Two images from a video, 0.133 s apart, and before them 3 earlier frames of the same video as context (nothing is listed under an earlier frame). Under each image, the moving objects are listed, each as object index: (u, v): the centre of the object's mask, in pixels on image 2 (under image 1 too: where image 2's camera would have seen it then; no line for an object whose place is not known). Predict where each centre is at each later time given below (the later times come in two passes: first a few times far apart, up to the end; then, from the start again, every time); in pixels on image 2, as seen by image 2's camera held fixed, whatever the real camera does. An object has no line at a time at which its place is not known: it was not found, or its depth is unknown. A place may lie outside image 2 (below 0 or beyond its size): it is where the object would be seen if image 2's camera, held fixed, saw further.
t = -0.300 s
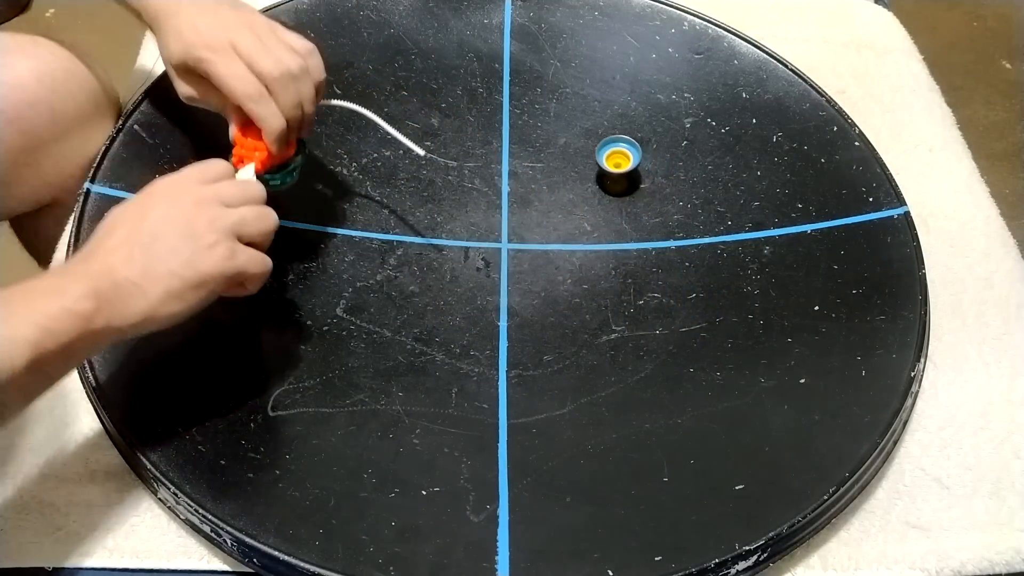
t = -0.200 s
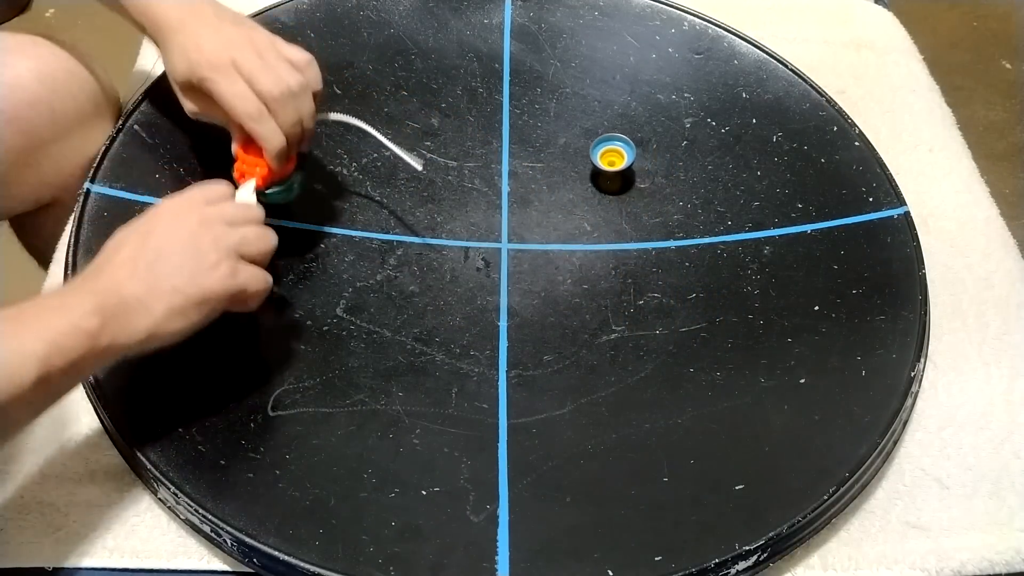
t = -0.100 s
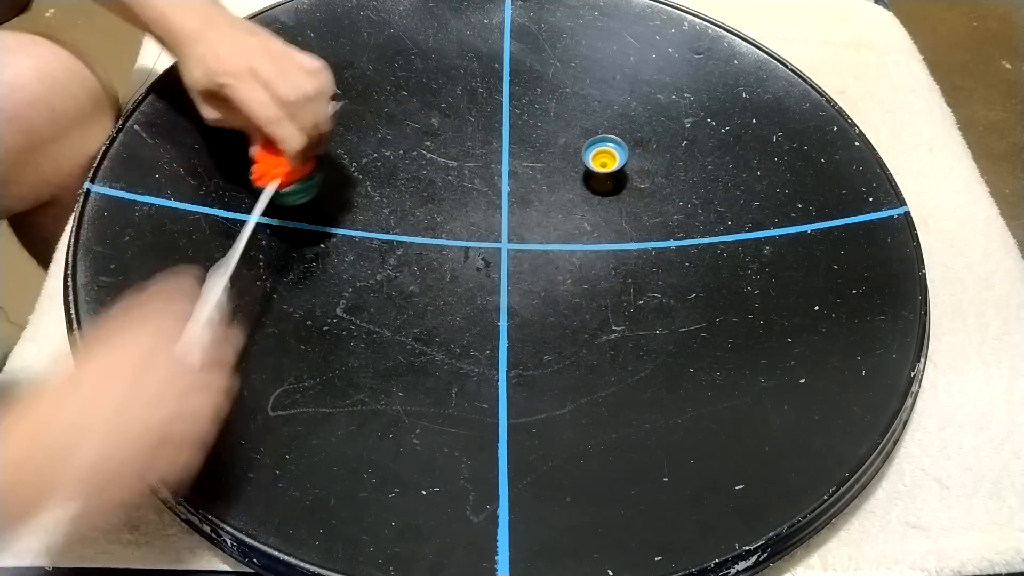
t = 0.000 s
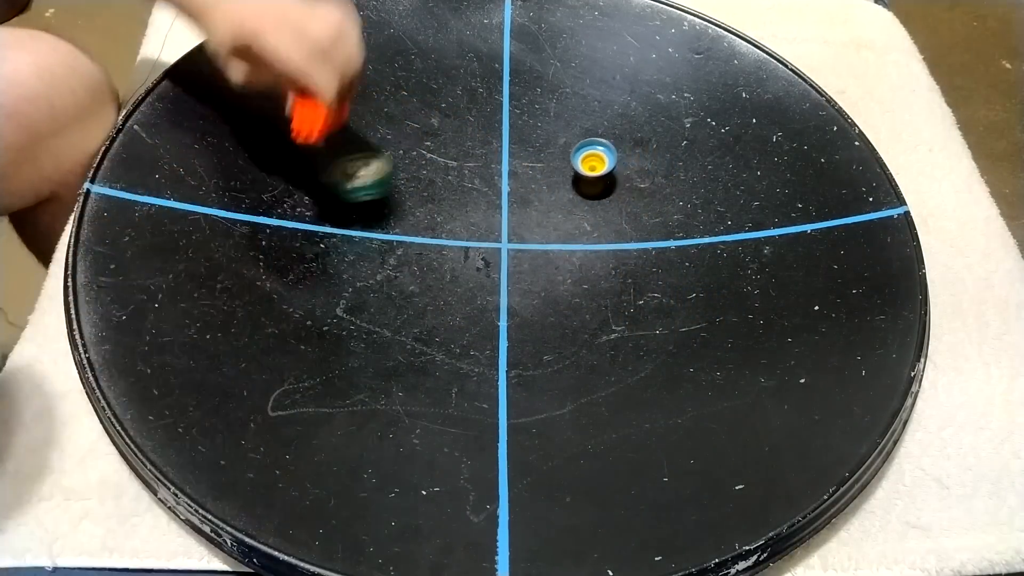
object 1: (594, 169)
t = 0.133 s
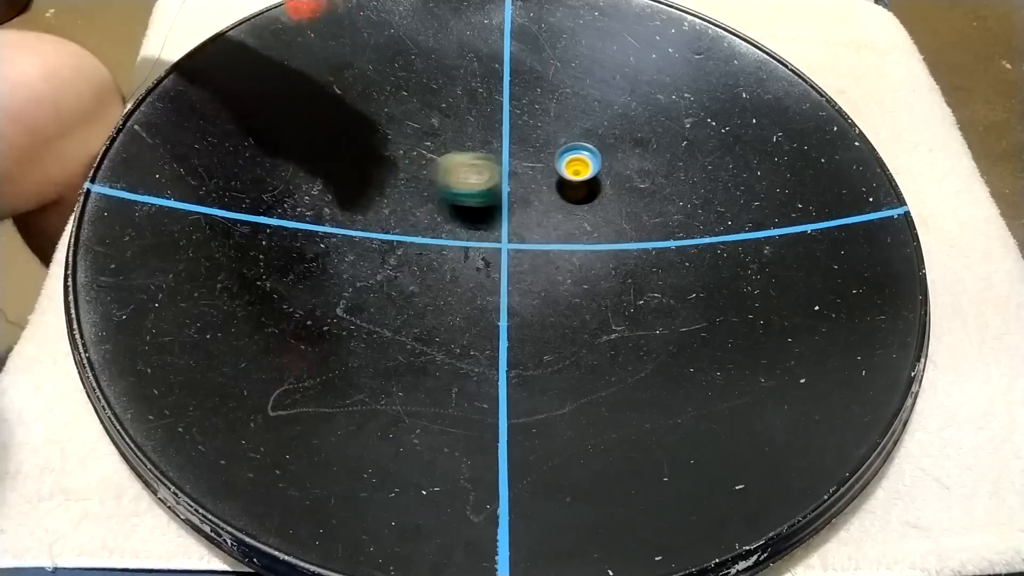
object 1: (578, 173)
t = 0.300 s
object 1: (593, 169)
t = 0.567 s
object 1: (583, 193)
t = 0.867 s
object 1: (537, 220)
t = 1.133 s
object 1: (464, 232)
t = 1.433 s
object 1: (405, 216)
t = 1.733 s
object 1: (405, 205)
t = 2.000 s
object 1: (420, 203)
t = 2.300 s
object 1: (442, 199)
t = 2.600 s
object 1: (480, 229)
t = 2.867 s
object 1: (496, 267)
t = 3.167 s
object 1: (501, 301)
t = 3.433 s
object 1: (485, 315)
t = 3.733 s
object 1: (490, 299)
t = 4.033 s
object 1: (533, 301)
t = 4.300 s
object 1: (547, 310)
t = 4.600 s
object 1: (559, 306)
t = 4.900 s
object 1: (572, 288)
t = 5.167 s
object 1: (590, 268)
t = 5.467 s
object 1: (609, 250)
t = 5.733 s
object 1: (624, 238)
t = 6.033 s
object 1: (628, 231)
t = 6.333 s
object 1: (637, 226)
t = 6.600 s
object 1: (628, 226)
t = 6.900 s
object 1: (600, 223)
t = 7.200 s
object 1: (581, 214)
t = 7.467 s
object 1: (559, 205)
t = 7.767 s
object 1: (539, 195)
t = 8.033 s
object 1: (524, 195)
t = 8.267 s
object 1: (507, 198)
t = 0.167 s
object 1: (574, 174)
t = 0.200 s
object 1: (573, 173)
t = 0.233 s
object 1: (581, 170)
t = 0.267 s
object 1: (589, 169)
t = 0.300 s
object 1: (593, 169)
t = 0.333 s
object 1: (597, 171)
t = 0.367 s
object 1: (597, 173)
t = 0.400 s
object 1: (598, 176)
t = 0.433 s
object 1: (596, 179)
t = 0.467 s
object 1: (594, 182)
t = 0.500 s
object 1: (590, 185)
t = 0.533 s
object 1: (587, 190)
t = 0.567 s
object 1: (583, 193)
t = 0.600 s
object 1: (579, 197)
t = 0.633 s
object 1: (574, 201)
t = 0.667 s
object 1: (570, 204)
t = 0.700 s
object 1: (565, 207)
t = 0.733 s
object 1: (560, 210)
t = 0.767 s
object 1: (554, 213)
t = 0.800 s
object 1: (549, 215)
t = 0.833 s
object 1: (544, 217)
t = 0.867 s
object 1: (537, 220)
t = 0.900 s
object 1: (530, 223)
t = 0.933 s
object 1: (520, 226)
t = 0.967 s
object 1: (510, 228)
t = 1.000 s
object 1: (501, 229)
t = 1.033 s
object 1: (491, 231)
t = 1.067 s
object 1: (480, 232)
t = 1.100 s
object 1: (473, 232)
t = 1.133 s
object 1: (464, 232)
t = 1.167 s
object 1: (456, 232)
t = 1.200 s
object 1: (446, 231)
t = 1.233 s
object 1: (437, 229)
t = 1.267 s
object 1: (428, 227)
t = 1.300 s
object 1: (421, 225)
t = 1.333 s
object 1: (415, 223)
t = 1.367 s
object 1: (411, 221)
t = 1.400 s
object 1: (408, 218)
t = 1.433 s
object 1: (405, 216)
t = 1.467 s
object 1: (403, 214)
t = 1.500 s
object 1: (402, 211)
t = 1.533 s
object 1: (401, 210)
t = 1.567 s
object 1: (401, 208)
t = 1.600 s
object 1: (401, 207)
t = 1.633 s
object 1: (401, 206)
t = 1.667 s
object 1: (402, 205)
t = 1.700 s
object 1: (403, 205)
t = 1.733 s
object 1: (405, 205)
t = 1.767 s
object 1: (407, 205)
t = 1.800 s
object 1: (409, 205)
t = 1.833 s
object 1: (412, 206)
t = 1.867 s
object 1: (414, 206)
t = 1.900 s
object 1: (416, 205)
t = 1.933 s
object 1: (419, 204)
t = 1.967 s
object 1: (421, 205)
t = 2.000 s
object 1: (420, 203)
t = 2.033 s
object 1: (418, 201)
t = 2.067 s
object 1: (416, 198)
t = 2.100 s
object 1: (417, 197)
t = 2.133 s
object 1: (419, 196)
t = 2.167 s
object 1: (423, 196)
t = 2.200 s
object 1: (428, 196)
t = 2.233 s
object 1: (433, 196)
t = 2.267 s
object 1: (437, 198)
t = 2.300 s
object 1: (442, 199)
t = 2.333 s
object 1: (447, 201)
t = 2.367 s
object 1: (452, 204)
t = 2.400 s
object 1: (456, 207)
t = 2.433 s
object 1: (461, 210)
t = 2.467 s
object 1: (465, 213)
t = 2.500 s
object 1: (469, 215)
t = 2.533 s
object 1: (473, 220)
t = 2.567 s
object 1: (477, 225)
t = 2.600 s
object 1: (480, 229)
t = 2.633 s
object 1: (483, 233)
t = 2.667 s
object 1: (486, 237)
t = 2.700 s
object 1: (489, 241)
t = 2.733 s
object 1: (490, 245)
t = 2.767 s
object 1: (492, 250)
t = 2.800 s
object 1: (494, 256)
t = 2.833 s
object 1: (495, 261)
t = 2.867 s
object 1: (496, 267)
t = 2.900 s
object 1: (497, 271)
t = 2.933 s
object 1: (497, 275)
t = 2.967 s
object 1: (498, 279)
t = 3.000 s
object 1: (500, 283)
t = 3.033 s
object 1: (502, 287)
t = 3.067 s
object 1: (503, 290)
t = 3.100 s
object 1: (505, 294)
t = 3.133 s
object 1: (504, 297)
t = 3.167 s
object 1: (501, 301)
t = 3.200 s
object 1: (499, 306)
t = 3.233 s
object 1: (497, 312)
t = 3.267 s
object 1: (495, 314)
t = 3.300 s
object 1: (494, 315)
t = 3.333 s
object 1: (491, 315)
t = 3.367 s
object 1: (488, 315)
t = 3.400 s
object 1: (487, 315)
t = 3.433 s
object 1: (485, 315)
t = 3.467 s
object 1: (482, 314)
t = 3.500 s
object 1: (481, 313)
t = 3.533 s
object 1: (480, 312)
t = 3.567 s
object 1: (480, 310)
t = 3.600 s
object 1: (481, 308)
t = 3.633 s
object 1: (482, 306)
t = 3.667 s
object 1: (484, 304)
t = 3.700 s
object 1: (486, 301)
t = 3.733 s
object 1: (490, 299)
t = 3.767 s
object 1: (494, 296)
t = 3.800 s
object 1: (499, 295)
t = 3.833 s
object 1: (503, 293)
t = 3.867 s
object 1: (506, 292)
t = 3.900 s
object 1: (511, 292)
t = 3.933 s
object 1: (517, 293)
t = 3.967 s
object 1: (523, 295)
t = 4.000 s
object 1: (529, 298)
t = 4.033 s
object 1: (533, 301)
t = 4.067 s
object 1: (536, 305)
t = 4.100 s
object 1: (539, 307)
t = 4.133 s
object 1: (540, 309)
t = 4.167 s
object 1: (541, 310)
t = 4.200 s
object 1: (542, 310)
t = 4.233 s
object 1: (543, 310)
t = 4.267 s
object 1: (544, 310)
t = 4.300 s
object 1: (547, 310)
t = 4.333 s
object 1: (549, 311)
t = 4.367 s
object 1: (550, 312)
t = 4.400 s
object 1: (552, 312)
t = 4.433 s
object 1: (553, 312)
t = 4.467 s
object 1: (555, 311)
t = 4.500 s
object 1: (556, 310)
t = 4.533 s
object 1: (557, 309)
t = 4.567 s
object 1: (558, 308)
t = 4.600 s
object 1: (559, 306)
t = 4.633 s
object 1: (560, 305)
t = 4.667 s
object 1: (561, 302)
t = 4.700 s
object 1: (563, 300)
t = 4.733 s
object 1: (564, 298)
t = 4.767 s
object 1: (566, 296)
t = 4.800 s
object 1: (567, 294)
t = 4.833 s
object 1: (569, 292)
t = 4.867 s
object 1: (571, 290)
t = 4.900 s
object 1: (572, 288)
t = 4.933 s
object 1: (574, 286)
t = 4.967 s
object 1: (576, 284)
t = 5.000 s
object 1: (578, 281)
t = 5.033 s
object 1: (580, 279)
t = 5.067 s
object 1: (583, 276)
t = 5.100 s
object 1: (585, 273)
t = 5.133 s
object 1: (587, 271)
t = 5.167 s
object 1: (590, 268)
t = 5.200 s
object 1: (592, 266)
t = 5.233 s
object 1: (594, 263)
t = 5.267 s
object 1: (596, 261)
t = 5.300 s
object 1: (599, 258)
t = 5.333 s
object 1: (601, 256)
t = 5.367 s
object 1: (604, 254)
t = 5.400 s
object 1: (606, 252)
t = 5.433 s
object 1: (607, 251)
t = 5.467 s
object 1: (609, 250)
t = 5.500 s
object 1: (611, 248)
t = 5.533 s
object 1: (613, 246)
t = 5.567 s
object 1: (616, 244)
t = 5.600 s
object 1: (618, 243)
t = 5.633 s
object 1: (619, 241)
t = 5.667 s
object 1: (621, 240)
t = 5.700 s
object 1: (622, 240)
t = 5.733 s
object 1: (624, 238)
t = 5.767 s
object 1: (625, 237)
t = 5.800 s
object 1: (626, 236)
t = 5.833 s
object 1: (627, 235)
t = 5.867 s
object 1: (627, 234)
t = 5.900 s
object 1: (627, 233)
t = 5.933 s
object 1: (628, 232)
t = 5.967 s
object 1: (628, 231)
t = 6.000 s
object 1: (628, 231)
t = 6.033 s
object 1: (628, 231)
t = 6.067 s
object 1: (628, 231)
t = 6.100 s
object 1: (628, 230)
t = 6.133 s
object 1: (628, 231)
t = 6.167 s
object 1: (628, 229)
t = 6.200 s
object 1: (632, 228)
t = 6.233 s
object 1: (633, 227)
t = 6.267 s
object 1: (635, 226)
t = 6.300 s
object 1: (636, 226)
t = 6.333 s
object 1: (637, 226)
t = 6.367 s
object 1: (637, 226)
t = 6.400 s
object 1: (637, 226)
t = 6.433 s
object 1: (636, 226)
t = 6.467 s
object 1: (636, 226)
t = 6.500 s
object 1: (635, 226)
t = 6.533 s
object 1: (633, 226)
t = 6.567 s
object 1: (630, 226)
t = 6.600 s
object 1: (628, 226)
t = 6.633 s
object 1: (625, 226)
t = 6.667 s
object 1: (623, 226)
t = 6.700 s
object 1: (620, 226)
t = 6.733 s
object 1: (617, 225)
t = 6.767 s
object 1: (613, 225)
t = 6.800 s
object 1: (610, 225)
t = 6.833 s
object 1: (607, 224)
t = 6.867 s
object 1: (603, 224)
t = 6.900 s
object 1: (600, 223)
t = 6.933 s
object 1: (599, 221)
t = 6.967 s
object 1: (597, 219)
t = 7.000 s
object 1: (594, 217)
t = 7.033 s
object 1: (592, 216)
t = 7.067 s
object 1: (589, 216)
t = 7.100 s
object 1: (587, 216)
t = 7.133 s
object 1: (585, 216)
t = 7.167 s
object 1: (583, 215)
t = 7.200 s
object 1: (581, 214)
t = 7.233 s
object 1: (578, 214)
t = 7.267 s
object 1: (576, 212)
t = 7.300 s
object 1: (573, 211)
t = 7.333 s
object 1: (570, 210)
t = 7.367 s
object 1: (567, 208)
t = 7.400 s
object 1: (564, 207)
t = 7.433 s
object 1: (562, 206)
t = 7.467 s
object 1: (559, 205)
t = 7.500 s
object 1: (557, 203)
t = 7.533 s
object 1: (555, 202)
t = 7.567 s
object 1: (552, 201)
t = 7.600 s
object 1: (550, 200)
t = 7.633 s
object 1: (547, 198)
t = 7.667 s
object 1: (545, 197)
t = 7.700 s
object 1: (543, 196)
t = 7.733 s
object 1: (541, 195)
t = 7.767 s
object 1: (539, 195)
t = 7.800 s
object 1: (537, 194)
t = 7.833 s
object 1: (535, 194)
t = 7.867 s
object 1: (533, 194)
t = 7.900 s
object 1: (531, 194)
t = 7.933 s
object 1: (530, 194)
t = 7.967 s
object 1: (528, 195)
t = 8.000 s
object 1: (526, 195)
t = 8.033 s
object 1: (524, 195)
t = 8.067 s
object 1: (522, 195)
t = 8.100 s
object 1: (519, 196)
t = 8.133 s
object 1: (517, 196)
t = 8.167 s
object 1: (514, 197)
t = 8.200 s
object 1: (511, 197)
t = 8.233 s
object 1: (509, 197)
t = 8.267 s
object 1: (507, 198)
